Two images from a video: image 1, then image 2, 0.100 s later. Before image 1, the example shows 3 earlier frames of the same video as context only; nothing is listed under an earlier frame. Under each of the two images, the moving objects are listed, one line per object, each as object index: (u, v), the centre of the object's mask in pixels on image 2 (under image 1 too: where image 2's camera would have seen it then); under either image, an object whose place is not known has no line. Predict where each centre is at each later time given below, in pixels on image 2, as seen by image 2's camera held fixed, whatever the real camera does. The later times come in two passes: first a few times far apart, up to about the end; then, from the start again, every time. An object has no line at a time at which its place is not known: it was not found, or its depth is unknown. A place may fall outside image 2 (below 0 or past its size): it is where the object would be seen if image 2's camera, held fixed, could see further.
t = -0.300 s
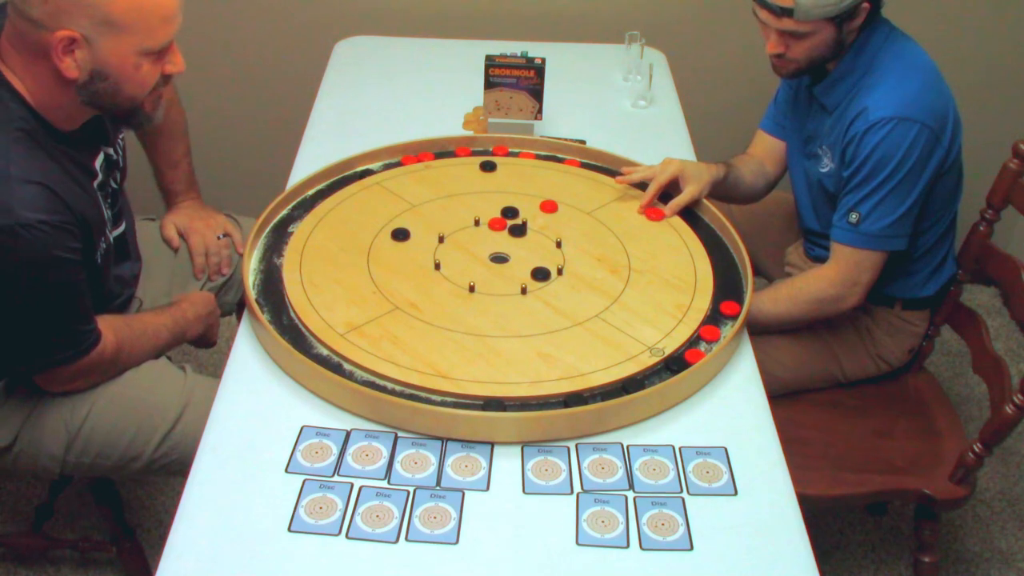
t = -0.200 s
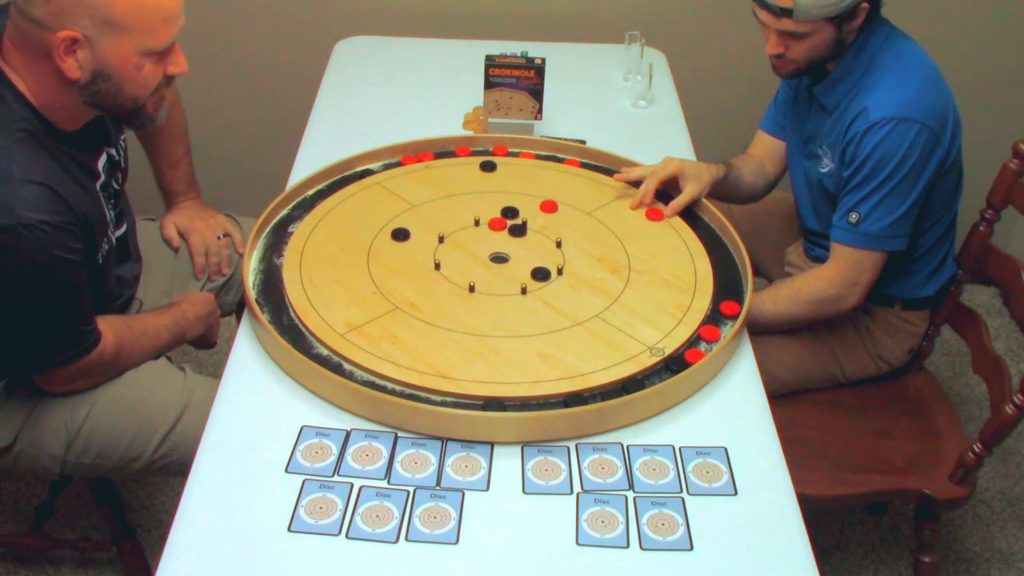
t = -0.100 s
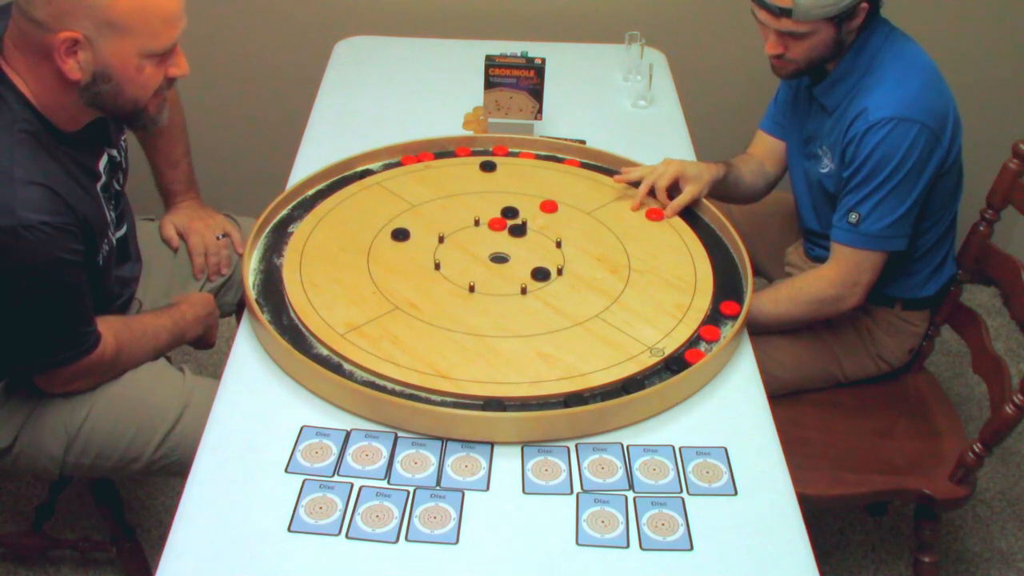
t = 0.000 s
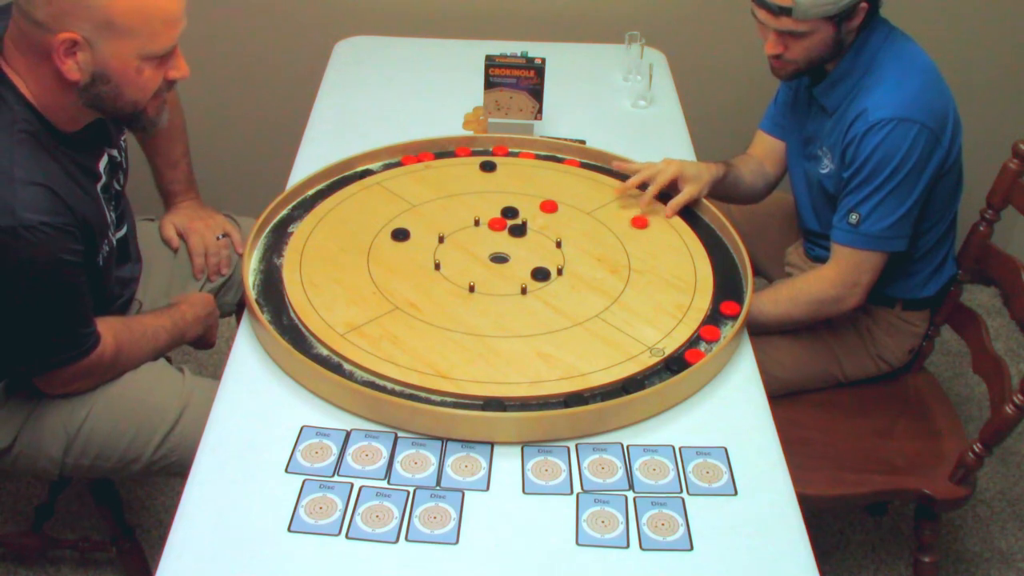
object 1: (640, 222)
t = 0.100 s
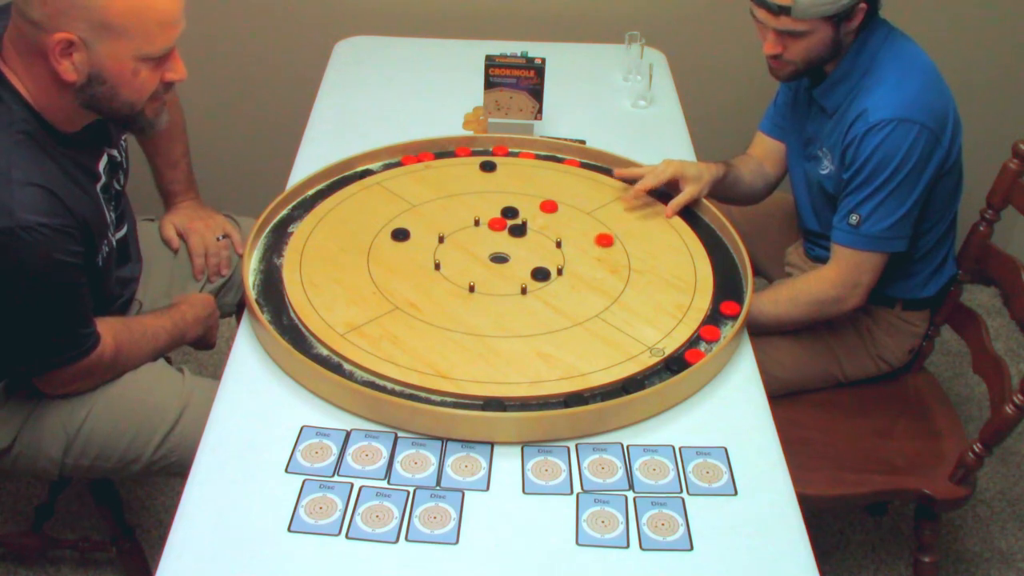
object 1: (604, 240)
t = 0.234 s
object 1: (564, 260)
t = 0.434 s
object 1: (522, 257)
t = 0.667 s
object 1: (507, 253)
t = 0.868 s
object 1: (507, 253)
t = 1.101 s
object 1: (507, 253)
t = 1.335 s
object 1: (506, 253)
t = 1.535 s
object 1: (506, 253)
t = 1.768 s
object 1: (506, 253)
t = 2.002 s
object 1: (506, 253)
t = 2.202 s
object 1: (506, 253)
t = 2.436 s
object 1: (506, 253)
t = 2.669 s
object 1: (506, 253)
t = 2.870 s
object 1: (506, 253)
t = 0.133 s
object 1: (594, 246)
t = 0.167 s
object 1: (583, 251)
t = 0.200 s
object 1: (573, 256)
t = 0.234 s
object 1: (564, 260)
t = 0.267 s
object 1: (554, 263)
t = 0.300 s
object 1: (547, 262)
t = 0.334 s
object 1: (540, 261)
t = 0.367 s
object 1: (533, 260)
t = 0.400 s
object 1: (527, 258)
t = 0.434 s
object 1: (522, 257)
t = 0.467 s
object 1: (517, 255)
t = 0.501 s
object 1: (514, 254)
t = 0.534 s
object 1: (512, 253)
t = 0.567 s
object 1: (510, 253)
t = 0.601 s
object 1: (508, 253)
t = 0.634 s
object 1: (507, 253)
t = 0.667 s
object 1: (507, 253)
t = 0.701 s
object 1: (507, 253)
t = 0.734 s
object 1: (507, 253)
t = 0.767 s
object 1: (507, 253)
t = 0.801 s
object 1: (507, 253)
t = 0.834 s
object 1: (507, 253)
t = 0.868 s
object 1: (507, 253)
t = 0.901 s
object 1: (507, 253)
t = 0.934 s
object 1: (507, 253)
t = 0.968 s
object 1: (507, 253)
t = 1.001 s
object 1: (507, 253)
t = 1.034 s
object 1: (507, 253)
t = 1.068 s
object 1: (507, 253)
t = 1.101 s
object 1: (507, 253)
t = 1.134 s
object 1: (507, 253)
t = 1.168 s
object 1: (507, 253)
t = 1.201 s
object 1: (507, 253)
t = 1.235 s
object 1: (506, 253)
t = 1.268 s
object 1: (506, 253)
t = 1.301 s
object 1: (506, 253)
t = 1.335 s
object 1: (506, 253)
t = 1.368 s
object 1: (506, 253)
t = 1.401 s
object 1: (506, 253)
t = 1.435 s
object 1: (506, 253)
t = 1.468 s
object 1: (506, 253)
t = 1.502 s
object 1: (506, 253)
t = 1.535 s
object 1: (506, 253)
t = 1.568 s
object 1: (506, 253)
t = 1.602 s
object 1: (506, 253)
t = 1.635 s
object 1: (506, 253)
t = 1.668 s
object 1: (506, 253)
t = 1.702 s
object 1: (506, 253)
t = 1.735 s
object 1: (506, 253)
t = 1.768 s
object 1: (506, 253)
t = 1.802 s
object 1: (506, 253)
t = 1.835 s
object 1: (506, 253)
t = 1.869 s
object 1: (506, 253)
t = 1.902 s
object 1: (506, 253)
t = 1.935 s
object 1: (506, 253)
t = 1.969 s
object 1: (506, 253)
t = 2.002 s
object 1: (506, 253)
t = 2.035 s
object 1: (506, 253)
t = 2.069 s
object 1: (506, 253)
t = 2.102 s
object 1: (506, 253)
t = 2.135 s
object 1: (506, 253)
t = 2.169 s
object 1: (506, 253)
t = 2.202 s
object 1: (506, 253)
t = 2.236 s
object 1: (506, 253)
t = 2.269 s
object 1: (506, 253)
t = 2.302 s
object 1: (506, 253)
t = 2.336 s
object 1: (506, 253)
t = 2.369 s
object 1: (506, 253)
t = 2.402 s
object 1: (506, 253)
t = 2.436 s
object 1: (506, 253)
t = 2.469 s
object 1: (506, 253)
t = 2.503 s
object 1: (506, 253)
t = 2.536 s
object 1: (506, 253)
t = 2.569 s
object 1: (506, 253)
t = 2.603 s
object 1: (506, 253)
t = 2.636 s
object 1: (506, 253)
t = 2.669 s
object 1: (506, 253)
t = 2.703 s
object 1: (506, 253)
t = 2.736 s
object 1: (506, 253)
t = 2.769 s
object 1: (506, 253)
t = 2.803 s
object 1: (506, 253)
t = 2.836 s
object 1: (506, 253)
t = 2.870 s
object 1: (506, 253)
